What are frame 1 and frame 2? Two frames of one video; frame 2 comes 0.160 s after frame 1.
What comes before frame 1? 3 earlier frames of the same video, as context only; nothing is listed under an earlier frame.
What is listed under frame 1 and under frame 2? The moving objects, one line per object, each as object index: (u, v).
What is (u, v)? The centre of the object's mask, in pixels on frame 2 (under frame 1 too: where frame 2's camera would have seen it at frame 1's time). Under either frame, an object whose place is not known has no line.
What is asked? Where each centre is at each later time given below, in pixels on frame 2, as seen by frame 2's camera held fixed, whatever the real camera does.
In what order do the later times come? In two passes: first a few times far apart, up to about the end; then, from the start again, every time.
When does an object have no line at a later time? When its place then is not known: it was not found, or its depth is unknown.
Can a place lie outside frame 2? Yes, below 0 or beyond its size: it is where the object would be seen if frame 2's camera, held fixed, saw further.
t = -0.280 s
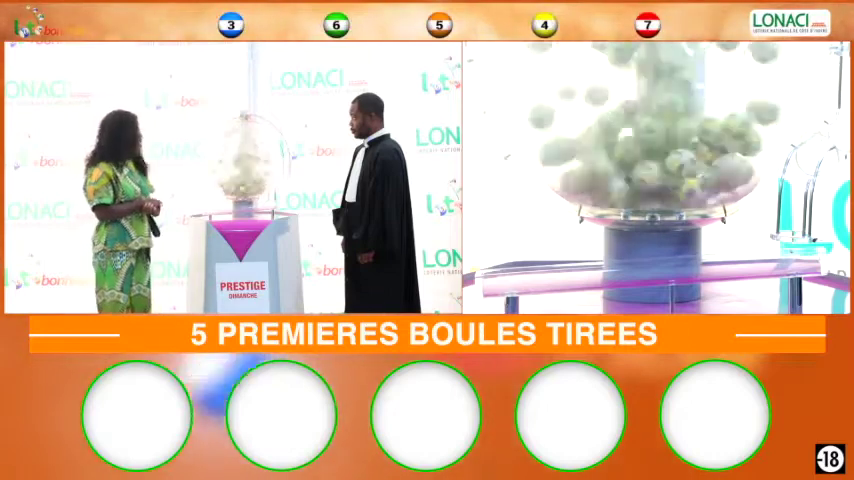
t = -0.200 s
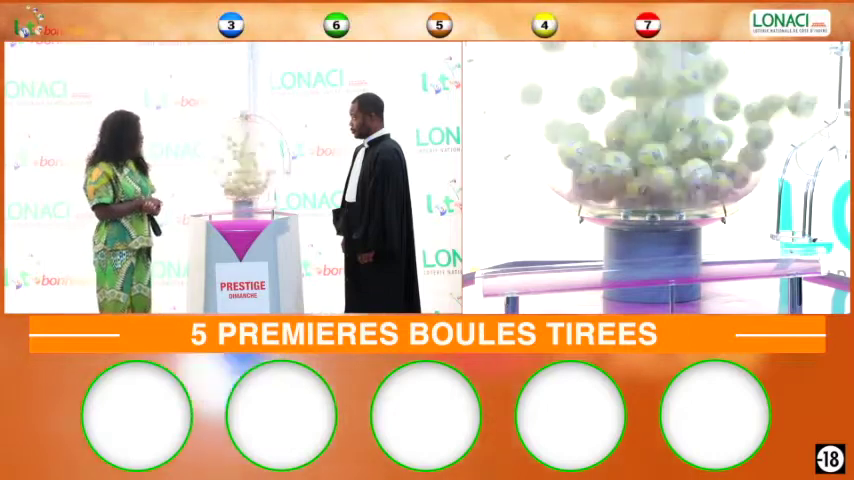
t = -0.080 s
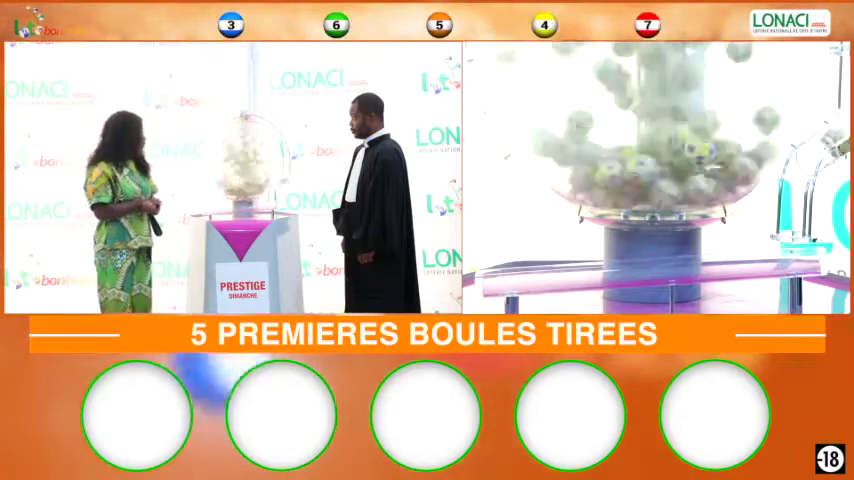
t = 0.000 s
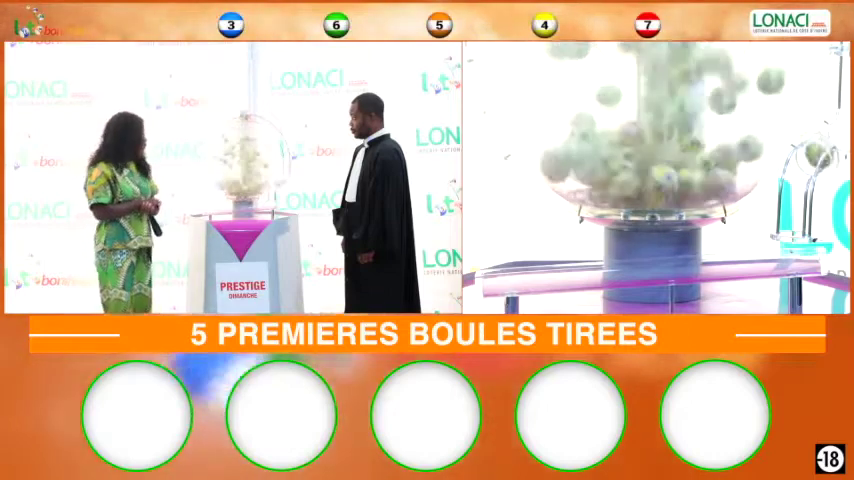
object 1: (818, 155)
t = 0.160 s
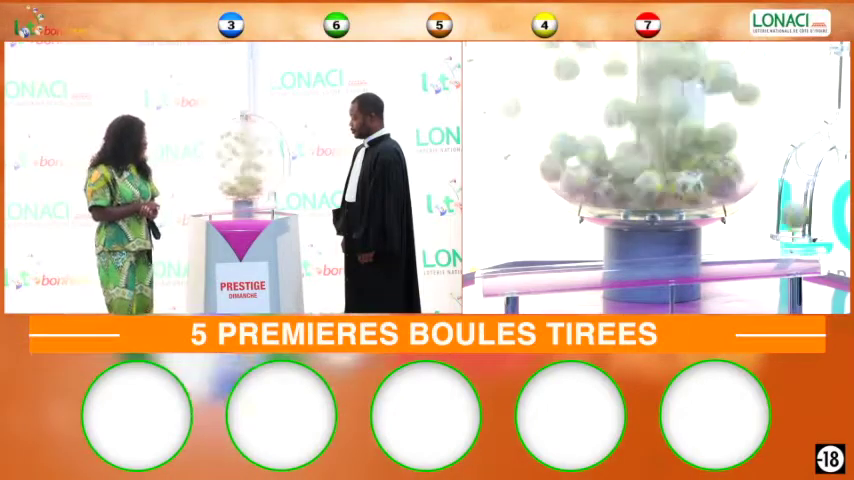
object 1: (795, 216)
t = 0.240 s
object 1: (795, 250)
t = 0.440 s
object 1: (795, 254)
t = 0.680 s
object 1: (760, 259)
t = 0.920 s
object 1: (707, 263)
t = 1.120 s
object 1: (654, 265)
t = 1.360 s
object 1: (580, 272)
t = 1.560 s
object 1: (510, 277)
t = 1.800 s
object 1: (523, 275)
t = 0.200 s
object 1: (796, 248)
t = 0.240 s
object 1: (795, 250)
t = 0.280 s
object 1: (799, 251)
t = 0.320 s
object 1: (799, 251)
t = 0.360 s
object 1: (799, 253)
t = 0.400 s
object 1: (798, 254)
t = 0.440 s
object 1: (795, 254)
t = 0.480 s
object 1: (791, 256)
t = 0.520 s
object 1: (786, 257)
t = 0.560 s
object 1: (781, 257)
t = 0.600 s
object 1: (775, 257)
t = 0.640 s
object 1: (768, 259)
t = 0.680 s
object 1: (760, 259)
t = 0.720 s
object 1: (752, 260)
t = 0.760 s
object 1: (744, 260)
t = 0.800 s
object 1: (736, 261)
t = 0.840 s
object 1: (727, 262)
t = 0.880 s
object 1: (718, 262)
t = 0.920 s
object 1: (707, 263)
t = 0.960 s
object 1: (698, 263)
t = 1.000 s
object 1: (687, 262)
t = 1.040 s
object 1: (678, 263)
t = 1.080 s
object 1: (666, 263)
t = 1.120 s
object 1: (654, 265)
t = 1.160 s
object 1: (642, 265)
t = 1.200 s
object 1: (631, 266)
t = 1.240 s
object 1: (620, 267)
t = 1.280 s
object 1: (607, 269)
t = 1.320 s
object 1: (593, 271)
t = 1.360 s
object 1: (580, 272)
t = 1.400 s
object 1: (567, 273)
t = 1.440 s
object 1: (552, 274)
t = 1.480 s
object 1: (538, 274)
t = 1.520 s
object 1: (525, 275)
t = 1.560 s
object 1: (510, 277)
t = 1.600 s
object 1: (502, 276)
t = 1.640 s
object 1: (511, 276)
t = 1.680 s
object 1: (515, 276)
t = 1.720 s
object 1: (518, 276)
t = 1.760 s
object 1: (521, 276)
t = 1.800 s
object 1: (523, 275)
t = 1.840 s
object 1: (524, 275)
